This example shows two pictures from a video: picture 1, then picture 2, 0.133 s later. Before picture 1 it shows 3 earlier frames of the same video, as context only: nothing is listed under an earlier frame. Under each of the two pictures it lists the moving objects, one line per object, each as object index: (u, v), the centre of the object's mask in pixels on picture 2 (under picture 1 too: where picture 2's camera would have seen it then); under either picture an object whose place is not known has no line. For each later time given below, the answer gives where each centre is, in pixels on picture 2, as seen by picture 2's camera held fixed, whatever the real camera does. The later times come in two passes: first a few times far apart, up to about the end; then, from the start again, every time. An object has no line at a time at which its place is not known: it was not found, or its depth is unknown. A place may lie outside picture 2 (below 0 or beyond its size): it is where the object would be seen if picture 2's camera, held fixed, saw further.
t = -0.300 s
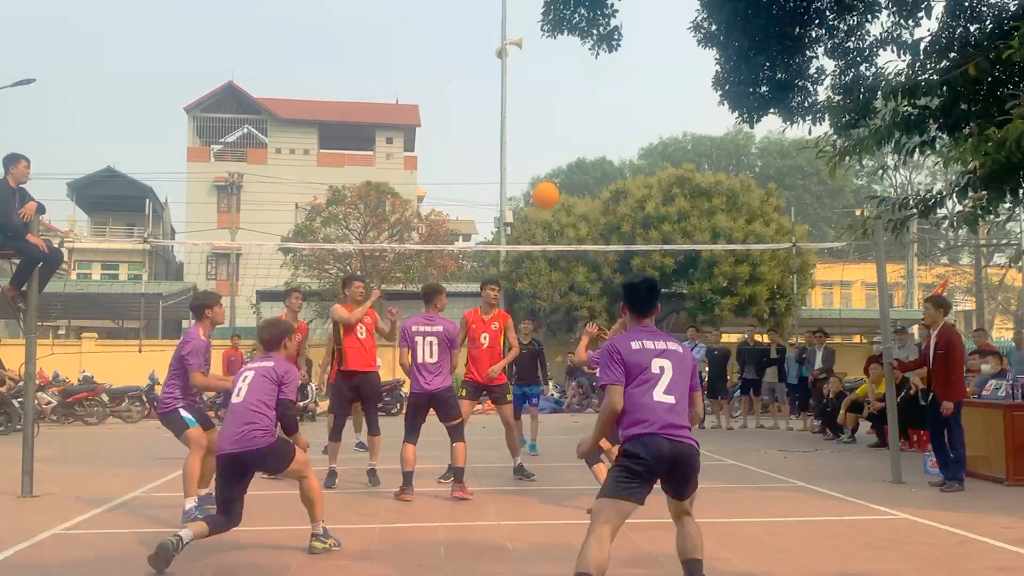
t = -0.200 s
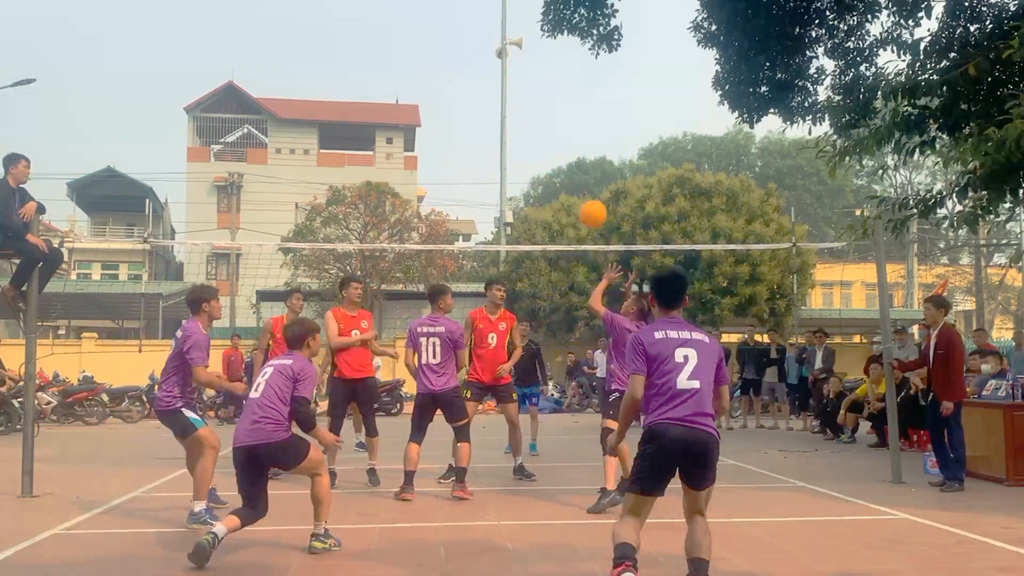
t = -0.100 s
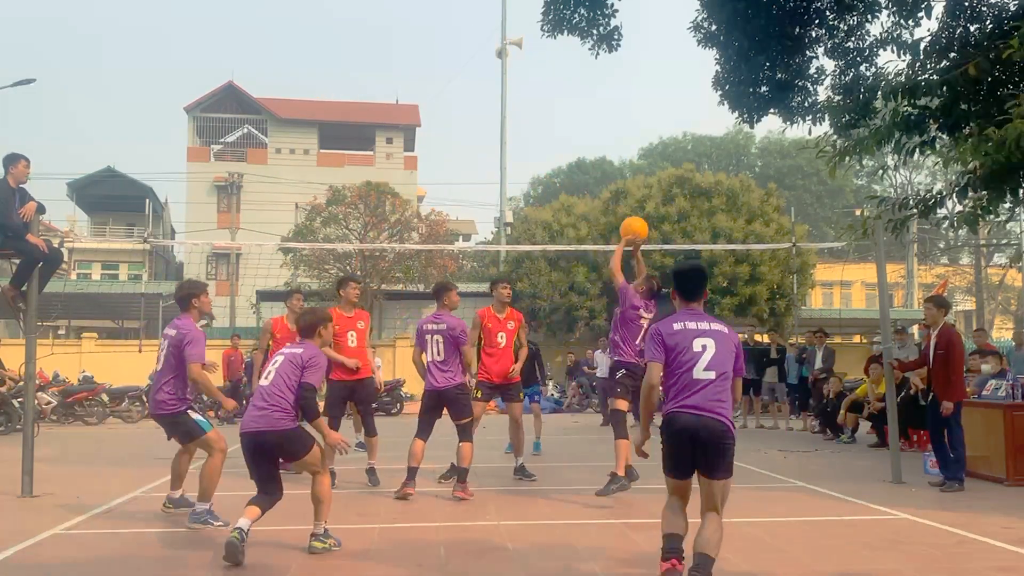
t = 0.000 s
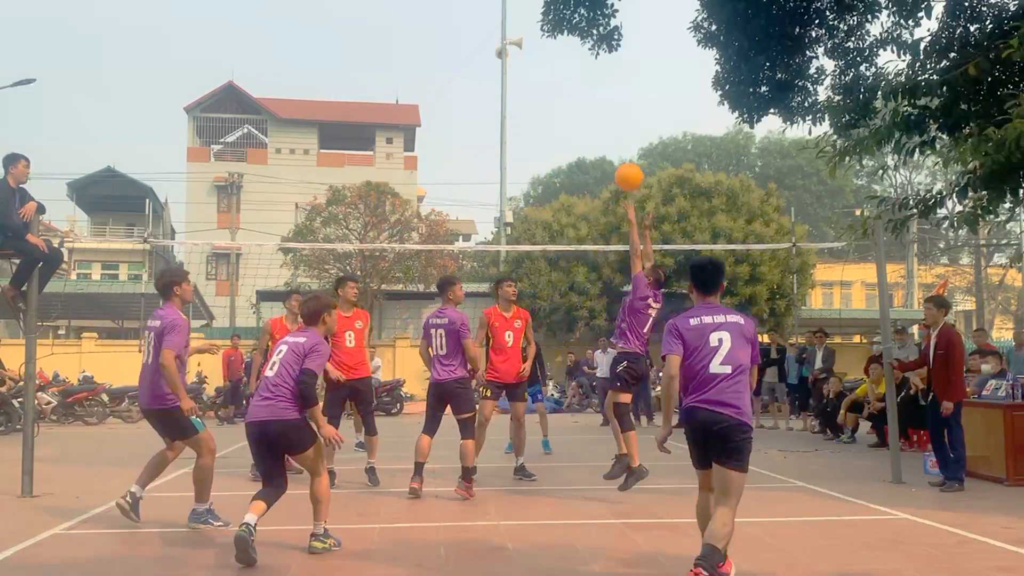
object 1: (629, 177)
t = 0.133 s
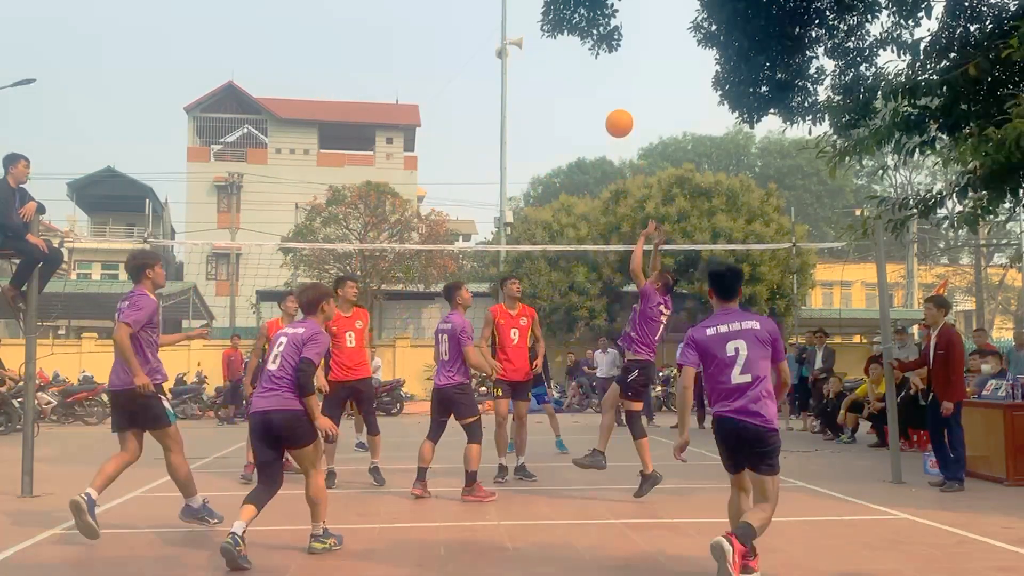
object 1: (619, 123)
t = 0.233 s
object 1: (612, 97)
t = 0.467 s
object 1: (596, 81)
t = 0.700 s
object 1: (581, 123)
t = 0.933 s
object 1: (565, 221)
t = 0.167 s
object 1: (617, 113)
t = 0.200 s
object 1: (614, 105)
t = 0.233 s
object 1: (612, 97)
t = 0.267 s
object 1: (610, 91)
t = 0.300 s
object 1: (608, 86)
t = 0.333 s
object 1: (605, 83)
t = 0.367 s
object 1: (603, 80)
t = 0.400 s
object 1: (601, 79)
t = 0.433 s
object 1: (598, 79)
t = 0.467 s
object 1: (596, 81)
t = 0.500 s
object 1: (594, 83)
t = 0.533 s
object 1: (592, 87)
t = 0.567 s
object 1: (590, 92)
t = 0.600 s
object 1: (587, 98)
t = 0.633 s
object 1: (585, 105)
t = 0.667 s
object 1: (583, 114)
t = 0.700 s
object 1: (581, 123)
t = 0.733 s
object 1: (579, 134)
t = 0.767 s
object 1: (576, 146)
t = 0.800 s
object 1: (574, 159)
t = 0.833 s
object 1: (572, 173)
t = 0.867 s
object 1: (570, 188)
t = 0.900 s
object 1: (568, 204)
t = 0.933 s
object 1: (565, 221)
